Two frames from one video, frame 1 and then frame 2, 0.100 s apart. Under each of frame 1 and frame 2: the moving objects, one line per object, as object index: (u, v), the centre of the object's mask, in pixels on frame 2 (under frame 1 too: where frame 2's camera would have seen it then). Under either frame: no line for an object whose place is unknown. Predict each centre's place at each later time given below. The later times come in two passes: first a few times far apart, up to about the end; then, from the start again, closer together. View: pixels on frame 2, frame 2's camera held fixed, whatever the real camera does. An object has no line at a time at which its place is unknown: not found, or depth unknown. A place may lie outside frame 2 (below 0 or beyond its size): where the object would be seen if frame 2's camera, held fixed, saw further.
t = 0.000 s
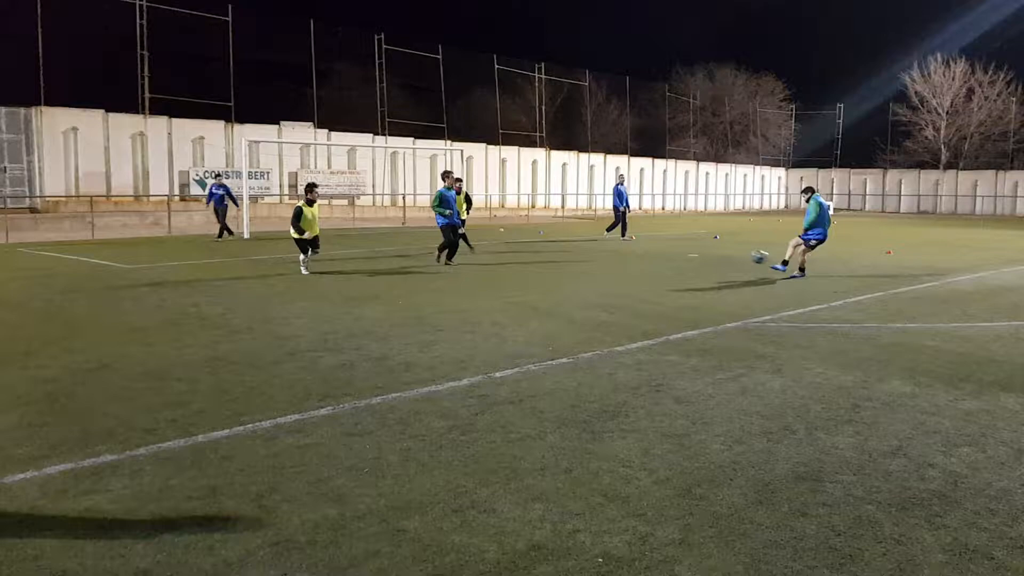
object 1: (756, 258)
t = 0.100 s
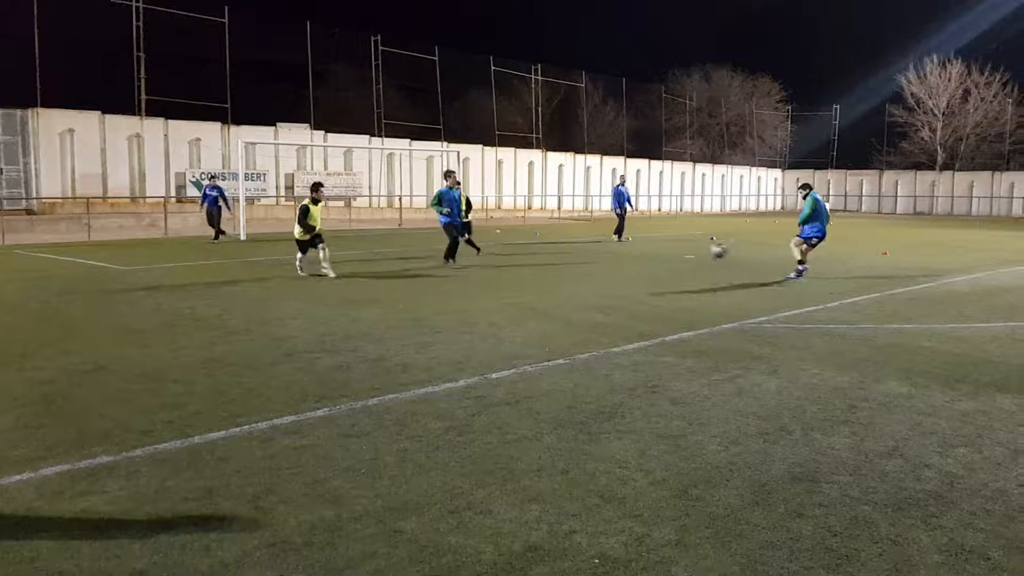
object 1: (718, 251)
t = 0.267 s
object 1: (650, 255)
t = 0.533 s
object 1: (515, 321)
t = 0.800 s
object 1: (390, 317)
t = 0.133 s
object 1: (706, 250)
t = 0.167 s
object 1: (693, 249)
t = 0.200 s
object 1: (679, 250)
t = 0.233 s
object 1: (666, 253)
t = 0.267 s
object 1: (650, 255)
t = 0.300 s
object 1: (635, 259)
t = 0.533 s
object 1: (515, 321)
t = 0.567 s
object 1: (501, 316)
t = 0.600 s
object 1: (487, 313)
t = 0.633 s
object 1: (473, 310)
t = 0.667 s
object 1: (458, 309)
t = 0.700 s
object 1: (442, 309)
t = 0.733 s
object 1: (425, 310)
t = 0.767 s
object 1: (408, 312)
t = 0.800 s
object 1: (390, 317)
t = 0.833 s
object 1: (371, 323)
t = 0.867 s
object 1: (352, 330)
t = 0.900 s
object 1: (331, 340)
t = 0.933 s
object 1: (310, 351)
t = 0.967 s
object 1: (287, 366)
